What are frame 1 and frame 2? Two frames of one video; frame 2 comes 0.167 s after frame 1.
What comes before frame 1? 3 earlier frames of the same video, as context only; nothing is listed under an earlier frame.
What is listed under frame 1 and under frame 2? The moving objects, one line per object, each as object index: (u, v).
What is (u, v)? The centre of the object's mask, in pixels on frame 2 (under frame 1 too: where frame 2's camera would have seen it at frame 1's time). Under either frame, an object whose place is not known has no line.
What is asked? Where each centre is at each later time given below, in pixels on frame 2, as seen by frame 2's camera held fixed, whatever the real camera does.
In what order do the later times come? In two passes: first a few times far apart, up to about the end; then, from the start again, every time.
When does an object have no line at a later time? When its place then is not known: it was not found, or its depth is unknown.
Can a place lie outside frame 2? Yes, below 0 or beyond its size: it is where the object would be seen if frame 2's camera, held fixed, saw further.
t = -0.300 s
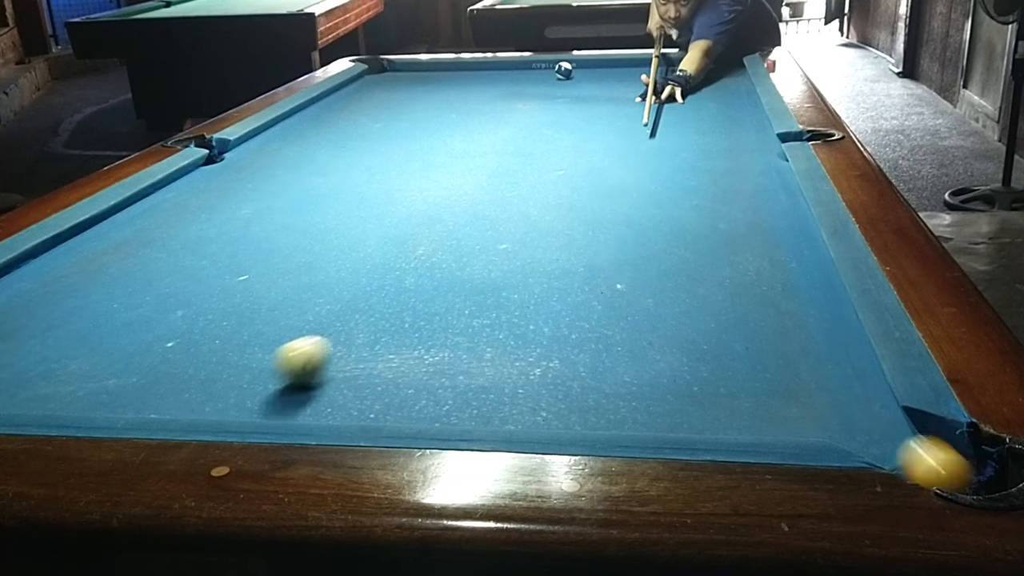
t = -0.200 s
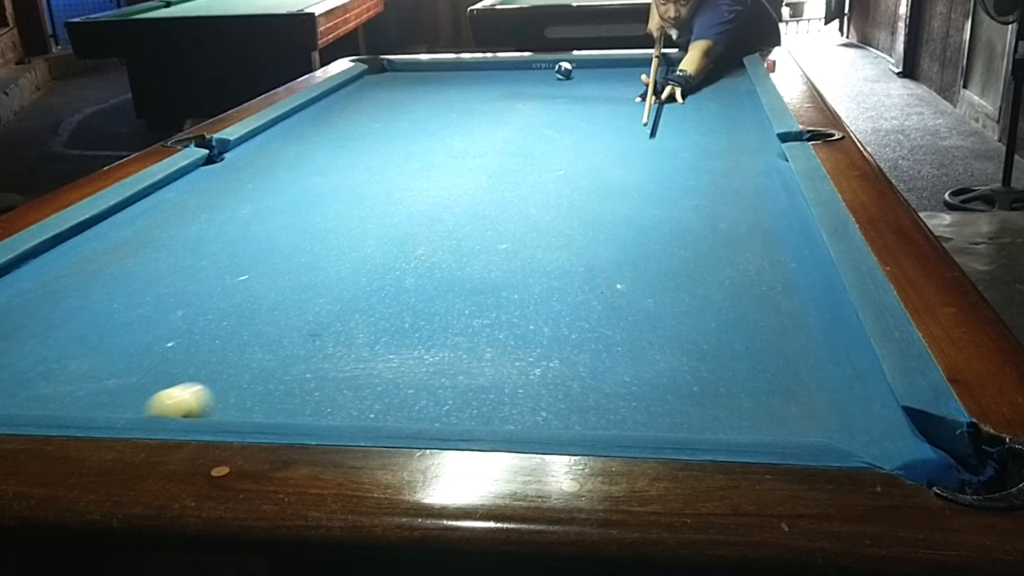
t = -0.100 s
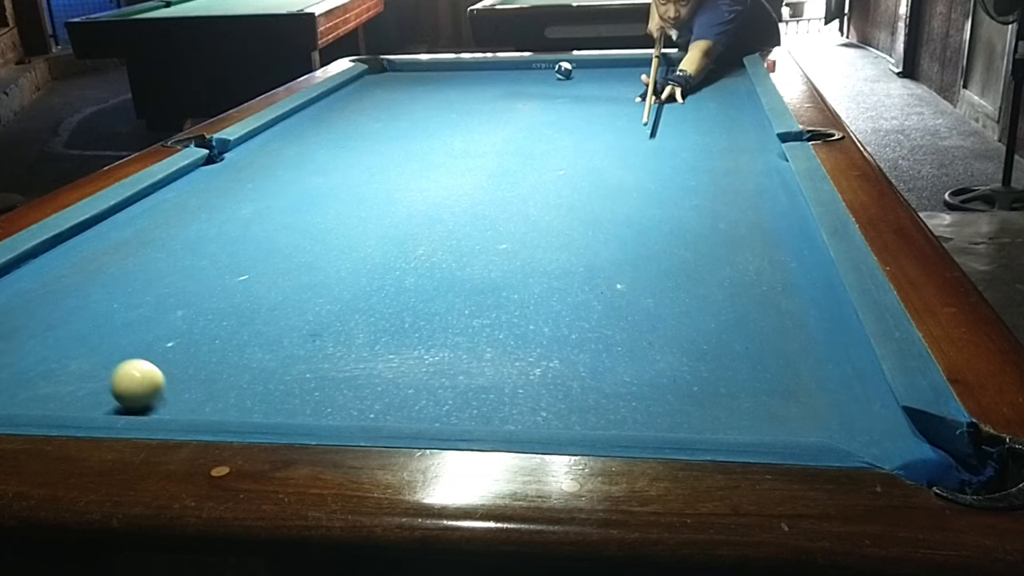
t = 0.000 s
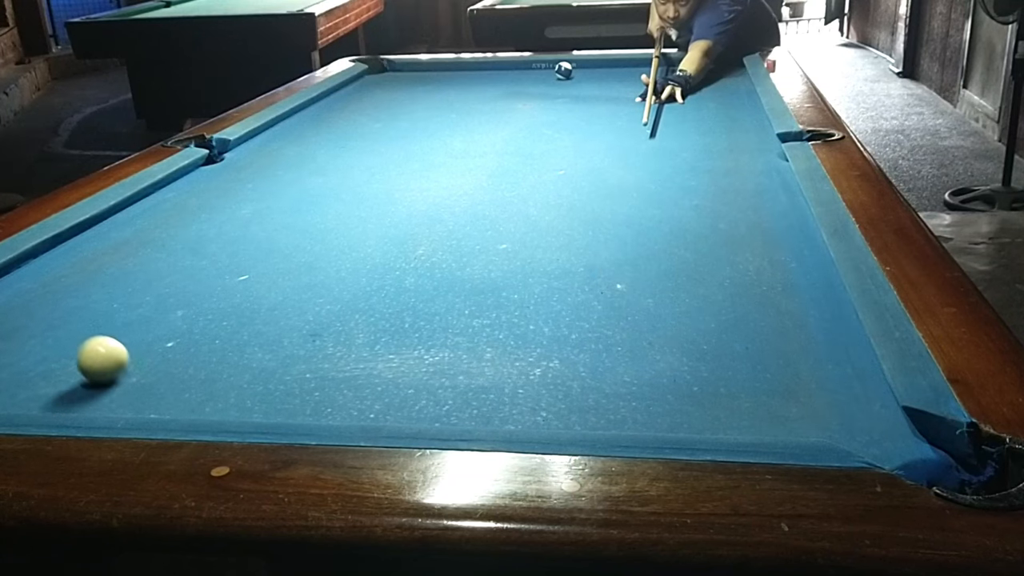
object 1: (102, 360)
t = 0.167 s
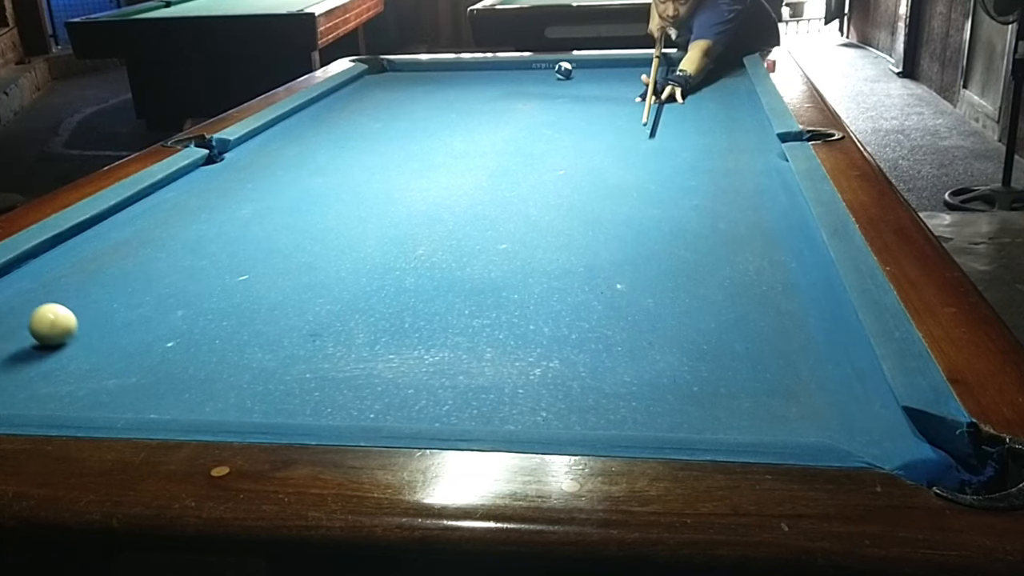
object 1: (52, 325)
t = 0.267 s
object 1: (27, 307)
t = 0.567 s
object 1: (65, 261)
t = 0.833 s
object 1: (183, 229)
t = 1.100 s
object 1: (279, 202)
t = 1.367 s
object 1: (357, 181)
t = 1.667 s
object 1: (430, 160)
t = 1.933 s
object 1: (485, 146)
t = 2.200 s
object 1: (532, 132)
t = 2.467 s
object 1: (572, 120)
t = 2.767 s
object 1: (612, 109)
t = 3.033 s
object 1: (643, 100)
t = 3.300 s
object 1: (670, 92)
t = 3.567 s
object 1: (694, 85)
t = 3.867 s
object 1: (720, 77)
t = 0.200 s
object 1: (44, 319)
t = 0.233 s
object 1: (35, 313)
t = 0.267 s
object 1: (27, 307)
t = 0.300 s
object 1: (20, 302)
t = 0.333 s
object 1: (15, 296)
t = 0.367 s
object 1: (12, 291)
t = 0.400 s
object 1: (8, 286)
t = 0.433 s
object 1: (7, 280)
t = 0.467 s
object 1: (17, 276)
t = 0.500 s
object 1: (31, 270)
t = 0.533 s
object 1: (48, 266)
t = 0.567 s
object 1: (65, 261)
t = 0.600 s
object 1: (81, 257)
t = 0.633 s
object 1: (97, 252)
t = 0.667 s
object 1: (112, 248)
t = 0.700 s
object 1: (127, 244)
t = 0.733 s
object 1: (142, 240)
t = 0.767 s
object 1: (156, 236)
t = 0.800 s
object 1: (170, 233)
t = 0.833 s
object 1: (183, 229)
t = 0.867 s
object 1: (196, 225)
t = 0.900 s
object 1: (209, 222)
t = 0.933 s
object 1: (222, 218)
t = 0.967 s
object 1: (233, 215)
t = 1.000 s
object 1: (245, 212)
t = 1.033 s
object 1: (257, 209)
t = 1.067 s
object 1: (268, 206)
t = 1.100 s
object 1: (279, 202)
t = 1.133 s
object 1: (289, 199)
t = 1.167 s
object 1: (300, 196)
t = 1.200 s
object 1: (310, 194)
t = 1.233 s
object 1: (319, 191)
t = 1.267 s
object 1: (329, 189)
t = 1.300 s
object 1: (339, 186)
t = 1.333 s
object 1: (348, 184)
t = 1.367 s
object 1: (357, 181)
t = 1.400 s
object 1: (366, 178)
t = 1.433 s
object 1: (375, 176)
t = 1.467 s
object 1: (383, 174)
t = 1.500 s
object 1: (391, 171)
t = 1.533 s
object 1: (399, 169)
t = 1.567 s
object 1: (407, 167)
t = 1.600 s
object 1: (415, 165)
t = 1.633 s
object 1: (423, 162)
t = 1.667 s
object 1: (430, 160)
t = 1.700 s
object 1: (438, 158)
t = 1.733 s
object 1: (445, 157)
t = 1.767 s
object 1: (452, 155)
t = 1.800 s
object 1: (459, 153)
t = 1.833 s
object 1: (465, 151)
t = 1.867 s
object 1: (473, 149)
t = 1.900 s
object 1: (479, 147)
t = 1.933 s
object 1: (485, 146)
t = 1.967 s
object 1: (491, 144)
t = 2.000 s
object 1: (498, 142)
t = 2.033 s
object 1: (503, 140)
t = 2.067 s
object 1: (509, 139)
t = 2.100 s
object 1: (515, 137)
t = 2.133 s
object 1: (521, 135)
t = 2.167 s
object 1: (527, 134)
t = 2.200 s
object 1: (532, 132)
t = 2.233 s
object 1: (537, 130)
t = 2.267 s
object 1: (543, 129)
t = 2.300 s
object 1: (548, 127)
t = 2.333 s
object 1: (553, 126)
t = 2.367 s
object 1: (558, 124)
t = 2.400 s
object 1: (563, 123)
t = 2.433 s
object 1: (568, 122)
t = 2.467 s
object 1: (572, 120)
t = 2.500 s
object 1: (577, 119)
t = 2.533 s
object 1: (582, 117)
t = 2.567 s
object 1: (586, 116)
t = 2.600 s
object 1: (591, 115)
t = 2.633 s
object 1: (595, 114)
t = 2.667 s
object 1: (599, 112)
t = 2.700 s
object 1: (603, 111)
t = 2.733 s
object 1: (608, 110)
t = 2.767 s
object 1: (612, 109)
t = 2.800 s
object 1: (616, 107)
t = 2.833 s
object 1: (620, 106)
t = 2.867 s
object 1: (624, 105)
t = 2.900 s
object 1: (628, 104)
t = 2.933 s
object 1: (632, 103)
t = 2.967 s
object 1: (635, 102)
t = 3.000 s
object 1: (639, 101)
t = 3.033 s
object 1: (643, 100)
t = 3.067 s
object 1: (646, 99)
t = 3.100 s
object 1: (650, 98)
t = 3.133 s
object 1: (653, 97)
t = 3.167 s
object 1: (657, 96)
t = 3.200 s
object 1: (660, 95)
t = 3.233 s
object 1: (664, 94)
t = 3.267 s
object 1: (667, 93)
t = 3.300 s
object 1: (670, 92)
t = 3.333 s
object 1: (673, 91)
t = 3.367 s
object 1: (677, 90)
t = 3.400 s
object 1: (679, 89)
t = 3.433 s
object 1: (682, 88)
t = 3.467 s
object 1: (685, 88)
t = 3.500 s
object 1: (688, 87)
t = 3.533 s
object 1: (691, 86)
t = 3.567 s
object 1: (694, 85)
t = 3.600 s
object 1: (697, 84)
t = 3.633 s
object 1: (700, 83)
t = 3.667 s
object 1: (702, 82)
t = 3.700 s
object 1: (705, 82)
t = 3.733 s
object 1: (710, 80)
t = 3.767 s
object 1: (713, 79)
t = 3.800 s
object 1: (715, 79)
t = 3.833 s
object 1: (718, 78)
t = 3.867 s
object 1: (720, 77)
